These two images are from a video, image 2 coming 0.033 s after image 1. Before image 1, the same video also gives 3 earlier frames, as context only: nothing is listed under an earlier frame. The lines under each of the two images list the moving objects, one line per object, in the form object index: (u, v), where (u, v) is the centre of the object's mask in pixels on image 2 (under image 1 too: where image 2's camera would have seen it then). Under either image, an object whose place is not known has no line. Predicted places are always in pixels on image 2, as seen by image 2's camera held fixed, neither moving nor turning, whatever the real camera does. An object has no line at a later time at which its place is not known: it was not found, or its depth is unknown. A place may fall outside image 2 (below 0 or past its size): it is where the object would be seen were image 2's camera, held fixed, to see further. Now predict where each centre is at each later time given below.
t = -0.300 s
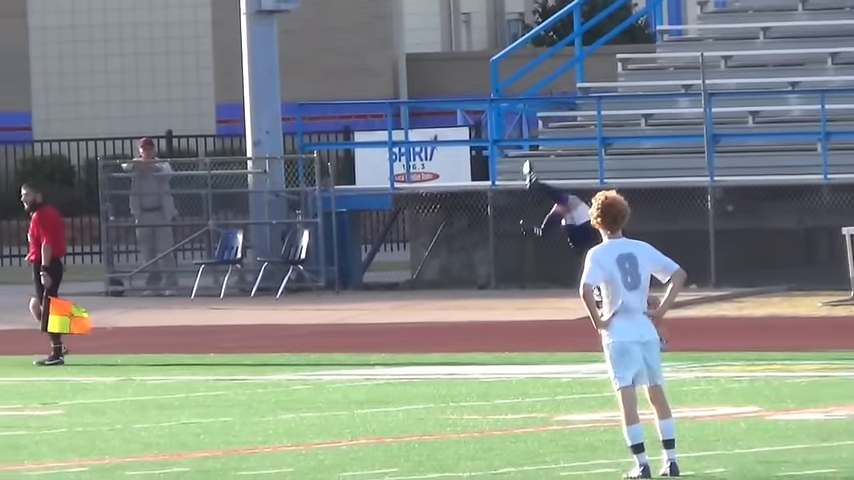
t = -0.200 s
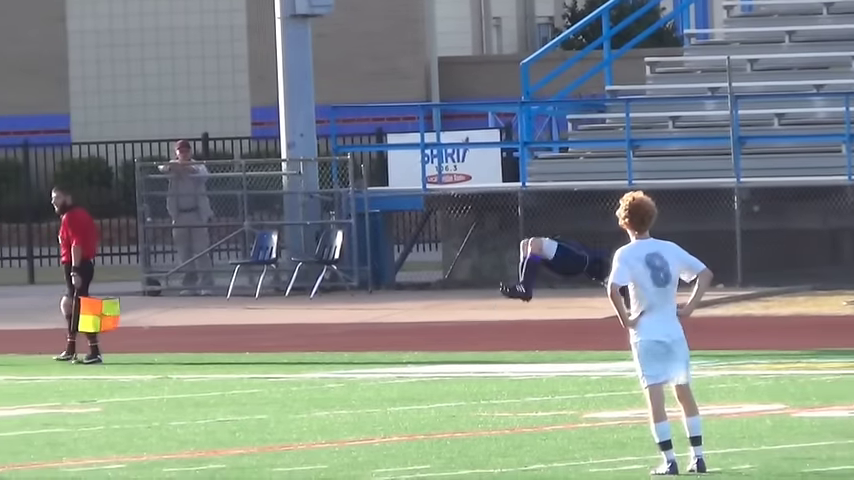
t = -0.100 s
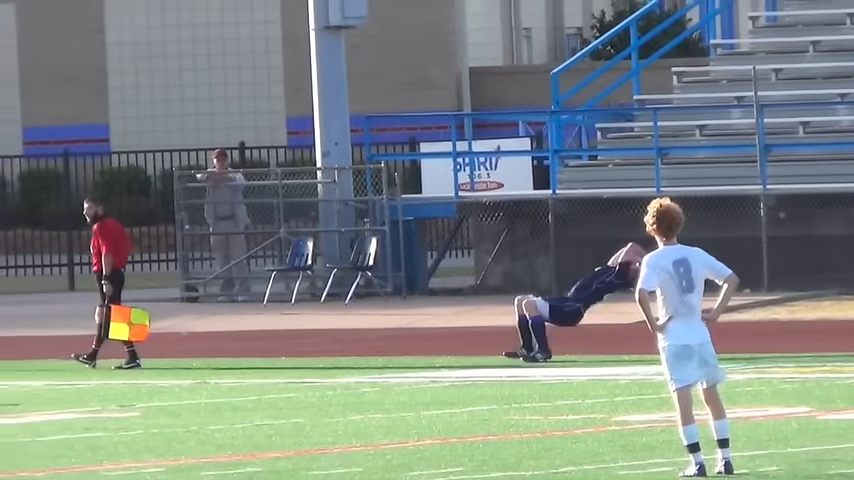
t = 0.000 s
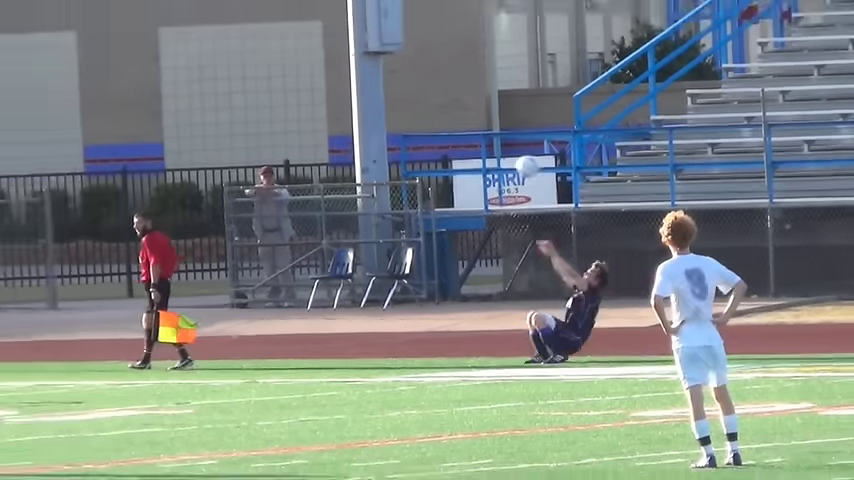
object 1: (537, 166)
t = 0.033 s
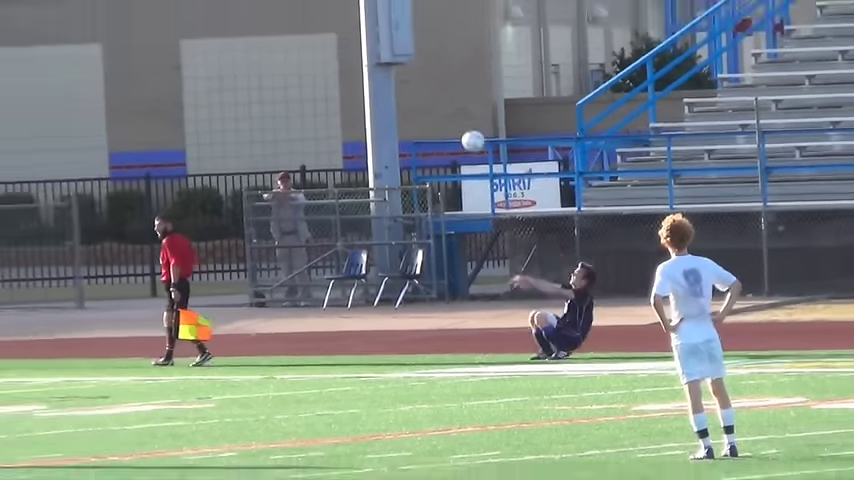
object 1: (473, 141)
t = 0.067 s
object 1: (411, 116)
